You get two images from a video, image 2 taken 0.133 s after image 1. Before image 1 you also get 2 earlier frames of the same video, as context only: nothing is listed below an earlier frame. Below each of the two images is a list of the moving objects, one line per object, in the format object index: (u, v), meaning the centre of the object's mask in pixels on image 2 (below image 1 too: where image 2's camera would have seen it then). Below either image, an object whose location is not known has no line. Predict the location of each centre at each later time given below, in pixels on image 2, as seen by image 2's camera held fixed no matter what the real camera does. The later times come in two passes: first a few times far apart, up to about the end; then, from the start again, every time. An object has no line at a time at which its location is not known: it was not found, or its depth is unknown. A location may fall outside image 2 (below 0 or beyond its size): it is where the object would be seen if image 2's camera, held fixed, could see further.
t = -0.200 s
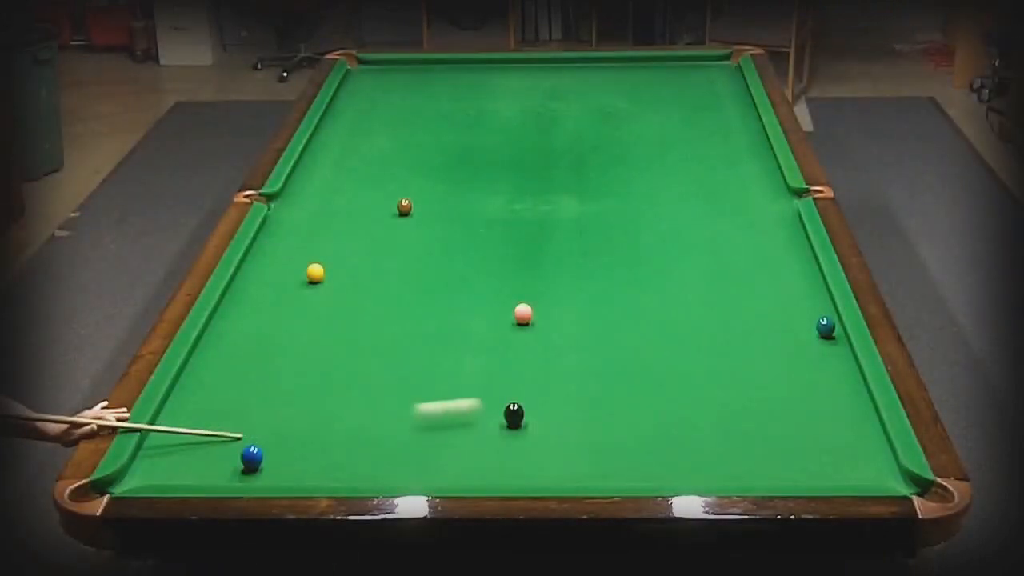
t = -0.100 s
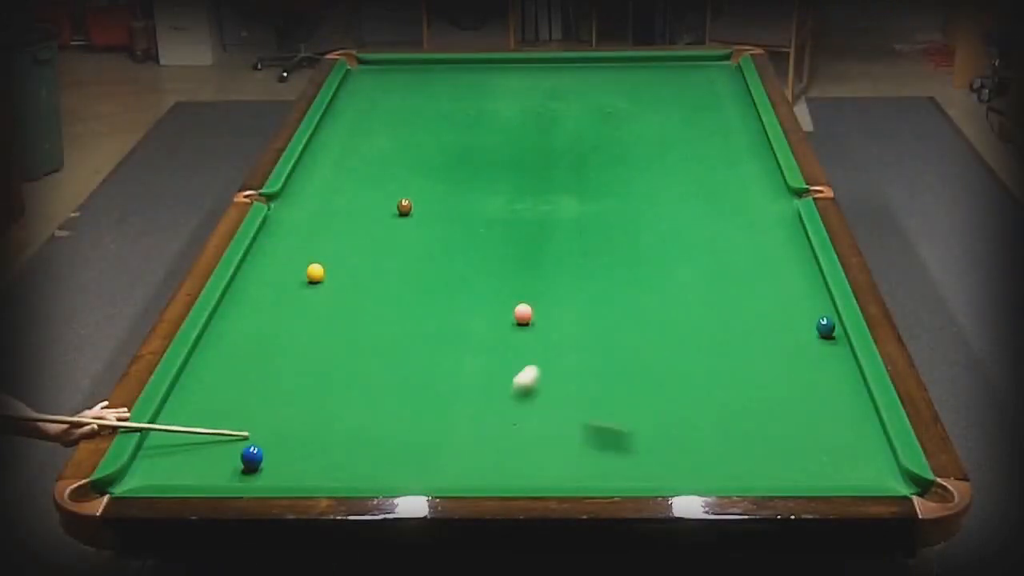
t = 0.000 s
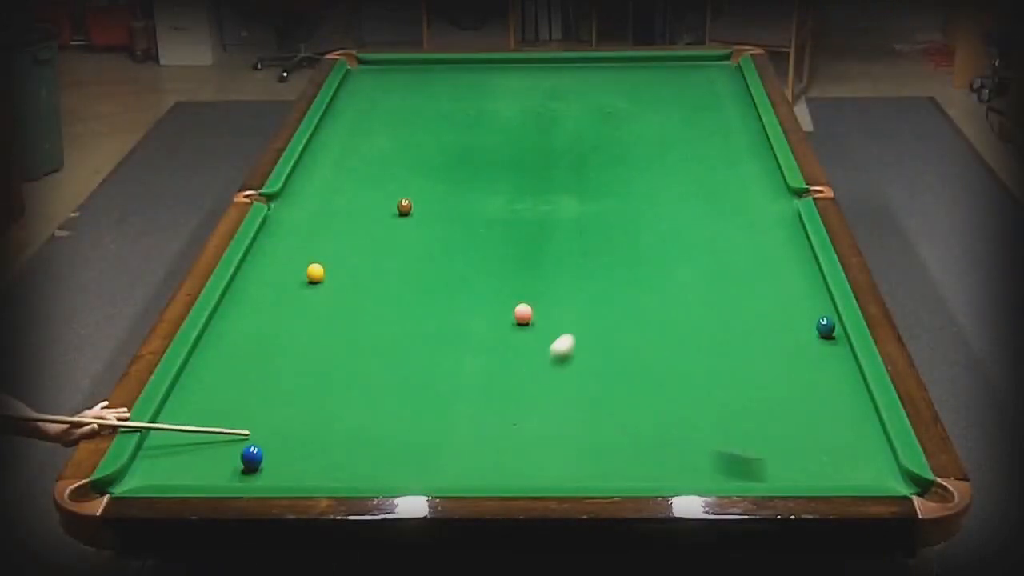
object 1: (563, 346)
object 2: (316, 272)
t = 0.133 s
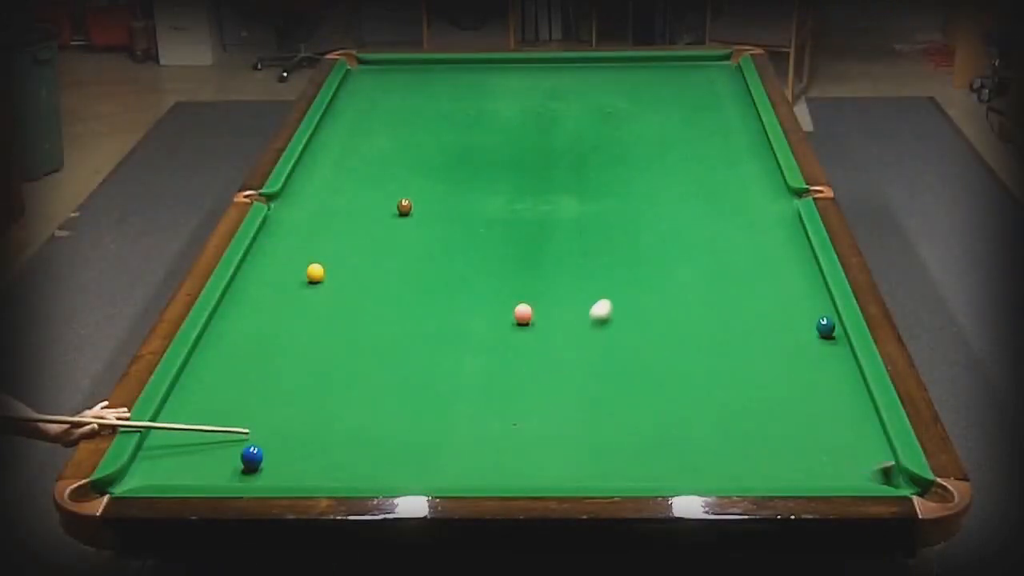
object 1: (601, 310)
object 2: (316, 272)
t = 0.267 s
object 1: (630, 281)
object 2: (316, 272)
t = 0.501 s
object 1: (674, 238)
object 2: (316, 272)
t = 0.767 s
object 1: (717, 195)
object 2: (315, 272)
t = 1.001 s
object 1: (749, 163)
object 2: (315, 272)
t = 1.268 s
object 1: (744, 131)
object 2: (316, 272)
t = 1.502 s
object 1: (713, 108)
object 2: (315, 272)
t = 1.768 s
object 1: (682, 84)
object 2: (315, 272)
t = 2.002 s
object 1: (659, 65)
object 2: (315, 272)
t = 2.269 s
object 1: (631, 67)
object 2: (316, 272)
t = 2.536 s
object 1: (601, 79)
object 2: (316, 272)
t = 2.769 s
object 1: (575, 90)
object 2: (316, 272)
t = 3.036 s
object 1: (544, 103)
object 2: (316, 272)
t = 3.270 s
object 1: (517, 114)
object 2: (316, 272)
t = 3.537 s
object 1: (485, 127)
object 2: (316, 272)
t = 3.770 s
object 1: (458, 138)
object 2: (316, 272)
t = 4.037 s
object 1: (426, 152)
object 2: (316, 272)
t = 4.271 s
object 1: (398, 164)
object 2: (316, 272)
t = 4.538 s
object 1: (365, 177)
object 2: (316, 272)
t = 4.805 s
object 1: (332, 191)
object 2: (316, 272)
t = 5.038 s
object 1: (304, 204)
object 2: (316, 272)
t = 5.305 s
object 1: (272, 218)
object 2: (316, 272)
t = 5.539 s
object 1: (276, 228)
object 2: (316, 272)
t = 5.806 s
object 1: (282, 240)
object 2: (316, 272)
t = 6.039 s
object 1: (288, 249)
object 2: (316, 272)
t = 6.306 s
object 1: (294, 260)
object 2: (316, 272)
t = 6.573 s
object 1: (299, 269)
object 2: (316, 272)
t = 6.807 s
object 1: (296, 275)
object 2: (323, 274)
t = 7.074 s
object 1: (291, 281)
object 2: (331, 276)
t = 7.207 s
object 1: (289, 284)
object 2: (334, 277)
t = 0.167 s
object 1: (609, 302)
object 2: (316, 272)
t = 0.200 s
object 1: (616, 295)
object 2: (316, 272)
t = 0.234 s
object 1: (623, 288)
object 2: (316, 272)
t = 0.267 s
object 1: (630, 281)
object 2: (316, 272)
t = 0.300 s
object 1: (637, 275)
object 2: (316, 272)
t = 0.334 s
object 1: (643, 268)
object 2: (316, 272)
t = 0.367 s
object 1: (650, 262)
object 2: (316, 272)
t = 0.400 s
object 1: (656, 256)
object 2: (316, 272)
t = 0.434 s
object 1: (662, 250)
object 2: (316, 272)
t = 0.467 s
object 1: (668, 244)
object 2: (316, 272)
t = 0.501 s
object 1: (674, 238)
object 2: (316, 272)
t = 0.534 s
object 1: (680, 232)
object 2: (316, 272)
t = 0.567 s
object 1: (685, 227)
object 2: (316, 272)
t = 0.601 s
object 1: (691, 221)
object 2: (316, 272)
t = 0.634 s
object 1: (697, 216)
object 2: (316, 272)
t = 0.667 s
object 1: (702, 211)
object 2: (316, 272)
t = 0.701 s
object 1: (707, 205)
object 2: (316, 272)
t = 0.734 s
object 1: (712, 200)
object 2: (316, 272)
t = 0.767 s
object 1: (717, 195)
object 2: (315, 272)
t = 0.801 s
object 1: (722, 190)
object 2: (315, 272)
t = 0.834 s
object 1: (727, 186)
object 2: (315, 272)
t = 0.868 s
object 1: (732, 181)
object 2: (315, 272)
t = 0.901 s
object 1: (736, 176)
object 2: (315, 272)
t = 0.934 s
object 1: (741, 172)
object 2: (315, 272)
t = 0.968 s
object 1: (745, 167)
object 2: (315, 272)
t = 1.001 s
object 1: (749, 163)
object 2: (315, 272)
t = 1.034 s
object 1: (754, 159)
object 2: (315, 272)
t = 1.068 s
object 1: (758, 155)
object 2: (315, 272)
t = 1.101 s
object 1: (762, 150)
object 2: (315, 272)
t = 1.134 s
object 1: (764, 146)
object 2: (315, 272)
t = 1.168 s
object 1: (759, 143)
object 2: (315, 272)
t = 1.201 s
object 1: (754, 138)
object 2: (315, 272)
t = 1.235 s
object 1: (749, 135)
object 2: (316, 272)
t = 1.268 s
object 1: (744, 131)
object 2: (316, 272)
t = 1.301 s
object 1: (740, 128)
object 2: (316, 272)
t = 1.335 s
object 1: (735, 124)
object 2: (315, 272)
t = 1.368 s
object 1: (731, 121)
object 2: (315, 272)
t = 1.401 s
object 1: (726, 117)
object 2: (315, 272)
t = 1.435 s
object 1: (722, 114)
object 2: (315, 272)
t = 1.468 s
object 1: (718, 111)
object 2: (315, 272)
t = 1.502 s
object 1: (713, 108)
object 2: (315, 272)
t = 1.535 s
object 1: (709, 104)
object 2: (315, 272)
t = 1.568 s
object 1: (705, 101)
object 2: (315, 272)
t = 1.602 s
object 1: (701, 98)
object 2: (315, 272)
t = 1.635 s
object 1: (697, 95)
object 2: (315, 272)
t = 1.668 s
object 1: (693, 92)
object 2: (315, 272)
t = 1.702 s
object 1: (690, 90)
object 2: (315, 272)
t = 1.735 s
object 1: (686, 87)
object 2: (315, 272)
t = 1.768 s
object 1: (682, 84)
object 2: (315, 272)
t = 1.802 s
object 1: (679, 81)
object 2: (315, 272)
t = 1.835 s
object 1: (675, 78)
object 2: (315, 272)
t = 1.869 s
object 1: (672, 76)
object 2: (315, 272)
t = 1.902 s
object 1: (669, 73)
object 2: (315, 272)
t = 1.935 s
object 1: (665, 70)
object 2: (315, 272)
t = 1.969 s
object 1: (662, 68)
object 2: (315, 272)
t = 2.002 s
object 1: (659, 65)
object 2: (315, 272)
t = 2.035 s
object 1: (655, 63)
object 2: (315, 272)
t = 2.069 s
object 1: (652, 60)
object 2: (315, 272)
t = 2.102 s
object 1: (649, 58)
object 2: (315, 272)
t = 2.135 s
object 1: (646, 59)
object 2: (315, 272)
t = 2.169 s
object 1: (642, 61)
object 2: (315, 272)
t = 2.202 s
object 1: (638, 63)
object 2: (315, 272)
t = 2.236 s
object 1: (635, 65)
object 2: (315, 272)
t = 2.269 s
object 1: (631, 67)
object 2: (316, 272)
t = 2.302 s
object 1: (627, 69)
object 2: (316, 272)
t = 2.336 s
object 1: (624, 70)
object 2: (316, 272)
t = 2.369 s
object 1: (620, 72)
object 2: (316, 272)
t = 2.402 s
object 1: (616, 73)
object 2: (316, 272)
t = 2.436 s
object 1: (612, 75)
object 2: (316, 272)
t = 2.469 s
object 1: (608, 76)
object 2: (316, 272)
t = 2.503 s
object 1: (605, 78)
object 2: (316, 272)
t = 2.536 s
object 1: (601, 79)
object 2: (316, 272)
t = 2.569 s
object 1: (597, 81)
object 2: (316, 272)
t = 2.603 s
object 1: (594, 83)
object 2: (316, 272)
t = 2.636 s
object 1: (590, 84)
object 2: (316, 272)
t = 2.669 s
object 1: (586, 86)
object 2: (316, 272)
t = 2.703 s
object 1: (582, 87)
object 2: (316, 272)
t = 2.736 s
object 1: (578, 89)
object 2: (316, 272)
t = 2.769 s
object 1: (575, 90)
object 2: (316, 272)
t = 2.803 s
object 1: (571, 92)
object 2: (316, 272)
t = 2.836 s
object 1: (567, 93)
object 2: (316, 272)
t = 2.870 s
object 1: (563, 95)
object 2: (316, 272)
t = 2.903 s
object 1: (559, 97)
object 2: (316, 272)
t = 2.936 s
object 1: (556, 98)
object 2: (316, 272)
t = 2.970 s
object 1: (552, 100)
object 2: (316, 272)
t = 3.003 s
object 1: (548, 101)
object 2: (316, 272)
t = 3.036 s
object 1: (544, 103)
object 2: (316, 272)
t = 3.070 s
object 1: (540, 104)
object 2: (316, 272)
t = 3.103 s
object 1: (536, 106)
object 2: (316, 272)
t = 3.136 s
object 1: (532, 108)
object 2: (316, 272)
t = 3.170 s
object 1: (529, 109)
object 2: (316, 272)
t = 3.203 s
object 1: (525, 111)
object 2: (316, 272)
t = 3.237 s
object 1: (521, 112)
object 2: (316, 272)
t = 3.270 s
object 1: (517, 114)
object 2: (316, 272)
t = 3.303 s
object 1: (513, 115)
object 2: (316, 272)
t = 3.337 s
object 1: (509, 117)
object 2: (316, 272)
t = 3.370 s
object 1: (505, 119)
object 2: (316, 272)
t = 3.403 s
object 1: (501, 120)
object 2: (316, 272)
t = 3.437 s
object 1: (497, 122)
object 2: (316, 272)
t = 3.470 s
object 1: (493, 124)
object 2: (316, 272)
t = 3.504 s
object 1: (489, 125)
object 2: (316, 272)
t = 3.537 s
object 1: (485, 127)
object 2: (316, 272)
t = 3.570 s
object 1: (482, 129)
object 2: (316, 272)
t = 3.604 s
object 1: (477, 130)
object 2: (316, 272)
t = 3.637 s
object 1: (474, 132)
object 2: (316, 272)
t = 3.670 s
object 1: (470, 134)
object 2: (316, 272)
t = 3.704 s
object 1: (466, 135)
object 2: (316, 272)
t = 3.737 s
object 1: (462, 137)
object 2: (316, 272)
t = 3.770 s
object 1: (458, 138)
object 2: (316, 272)
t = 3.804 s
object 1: (454, 140)
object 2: (316, 272)
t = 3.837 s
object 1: (450, 142)
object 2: (316, 272)
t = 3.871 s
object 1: (446, 144)
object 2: (316, 272)
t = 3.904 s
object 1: (442, 145)
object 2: (316, 272)
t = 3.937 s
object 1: (438, 147)
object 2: (316, 272)
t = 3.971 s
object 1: (434, 148)
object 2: (316, 272)
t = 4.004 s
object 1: (430, 150)
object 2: (316, 272)
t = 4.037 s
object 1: (426, 152)
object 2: (316, 272)
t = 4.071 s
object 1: (422, 153)
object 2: (316, 272)
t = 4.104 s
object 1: (418, 155)
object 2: (316, 272)
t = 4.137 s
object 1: (414, 157)
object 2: (316, 272)
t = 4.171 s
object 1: (410, 159)
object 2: (316, 272)
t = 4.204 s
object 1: (406, 160)
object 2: (316, 272)
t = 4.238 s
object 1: (401, 162)
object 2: (316, 272)
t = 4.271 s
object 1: (398, 164)
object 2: (316, 272)
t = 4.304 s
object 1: (393, 165)
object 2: (316, 272)
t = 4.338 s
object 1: (389, 167)
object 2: (316, 272)
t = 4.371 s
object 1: (385, 169)
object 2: (316, 272)
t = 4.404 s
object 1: (381, 170)
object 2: (316, 272)
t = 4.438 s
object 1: (377, 172)
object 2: (316, 272)
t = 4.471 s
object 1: (373, 174)
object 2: (316, 272)
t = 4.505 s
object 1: (369, 175)
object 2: (316, 272)
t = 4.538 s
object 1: (365, 177)
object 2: (316, 272)
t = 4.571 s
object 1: (361, 179)
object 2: (316, 272)
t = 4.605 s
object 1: (357, 181)
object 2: (316, 272)
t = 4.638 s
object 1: (353, 183)
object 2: (316, 272)
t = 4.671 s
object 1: (349, 184)
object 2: (316, 272)
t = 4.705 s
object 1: (344, 186)
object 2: (316, 272)
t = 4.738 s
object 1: (340, 188)
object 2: (316, 272)
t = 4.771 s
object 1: (336, 190)
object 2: (316, 272)
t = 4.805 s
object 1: (332, 191)
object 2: (316, 272)
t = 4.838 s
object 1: (328, 193)
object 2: (316, 272)
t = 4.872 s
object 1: (324, 195)
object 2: (316, 272)
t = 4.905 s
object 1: (320, 197)
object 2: (316, 272)
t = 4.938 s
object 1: (316, 199)
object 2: (316, 272)
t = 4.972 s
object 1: (312, 200)
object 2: (316, 272)
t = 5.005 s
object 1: (308, 202)
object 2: (316, 272)
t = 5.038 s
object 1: (304, 204)
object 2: (316, 272)
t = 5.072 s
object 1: (300, 206)
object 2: (316, 272)
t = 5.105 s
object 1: (296, 207)
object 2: (316, 272)
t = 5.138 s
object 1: (292, 209)
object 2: (316, 272)
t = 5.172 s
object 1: (287, 211)
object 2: (316, 272)
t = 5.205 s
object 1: (283, 213)
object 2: (316, 272)
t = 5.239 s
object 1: (279, 215)
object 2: (316, 272)
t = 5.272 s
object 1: (276, 216)
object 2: (316, 272)
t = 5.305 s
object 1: (272, 218)
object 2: (316, 272)
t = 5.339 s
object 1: (271, 220)
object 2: (316, 272)
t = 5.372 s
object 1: (272, 221)
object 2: (316, 272)
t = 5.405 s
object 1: (273, 223)
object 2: (316, 272)
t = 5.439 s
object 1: (274, 224)
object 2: (316, 272)
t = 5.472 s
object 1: (274, 226)
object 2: (316, 272)
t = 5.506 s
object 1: (275, 227)
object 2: (316, 272)
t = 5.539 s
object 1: (276, 228)
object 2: (316, 272)
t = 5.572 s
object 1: (277, 230)
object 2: (316, 272)
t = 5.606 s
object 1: (277, 231)
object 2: (316, 272)
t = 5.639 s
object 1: (278, 233)
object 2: (316, 272)
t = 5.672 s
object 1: (279, 234)
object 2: (316, 272)
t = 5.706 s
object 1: (280, 235)
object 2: (316, 272)
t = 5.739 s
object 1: (281, 237)
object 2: (316, 272)
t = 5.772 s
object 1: (282, 238)
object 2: (316, 272)
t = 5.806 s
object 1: (282, 240)
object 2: (316, 272)
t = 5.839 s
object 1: (283, 241)
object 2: (316, 272)
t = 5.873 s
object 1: (284, 242)
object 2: (316, 272)
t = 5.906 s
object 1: (285, 244)
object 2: (316, 272)
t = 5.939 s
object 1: (286, 245)
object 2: (316, 272)
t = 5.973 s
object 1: (286, 247)
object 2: (316, 272)
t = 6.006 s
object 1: (287, 248)
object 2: (316, 272)
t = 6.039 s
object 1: (288, 249)
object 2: (316, 272)
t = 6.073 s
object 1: (289, 251)
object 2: (316, 272)
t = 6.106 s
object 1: (290, 252)
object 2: (316, 272)
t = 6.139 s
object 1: (291, 253)
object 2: (316, 272)
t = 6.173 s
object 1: (291, 254)
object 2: (316, 272)
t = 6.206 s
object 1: (292, 256)
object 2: (316, 272)
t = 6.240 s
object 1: (293, 257)
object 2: (316, 272)
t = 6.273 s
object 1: (293, 258)
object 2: (316, 272)
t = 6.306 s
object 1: (294, 260)
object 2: (316, 272)
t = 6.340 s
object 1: (295, 261)
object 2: (316, 272)
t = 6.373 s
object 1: (295, 262)
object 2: (316, 272)
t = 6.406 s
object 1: (296, 263)
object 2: (316, 272)
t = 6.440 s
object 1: (297, 265)
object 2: (316, 272)
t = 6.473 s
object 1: (298, 266)
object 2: (316, 272)
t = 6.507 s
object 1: (298, 267)
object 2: (316, 272)
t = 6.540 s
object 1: (299, 268)
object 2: (316, 272)
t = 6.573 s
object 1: (299, 269)
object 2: (316, 272)
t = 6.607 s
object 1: (299, 270)
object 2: (317, 273)
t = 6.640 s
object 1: (299, 271)
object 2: (318, 273)
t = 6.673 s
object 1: (298, 272)
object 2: (319, 273)
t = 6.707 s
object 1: (298, 273)
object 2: (320, 273)
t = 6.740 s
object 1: (297, 274)
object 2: (321, 274)
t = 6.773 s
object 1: (296, 274)
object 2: (322, 274)
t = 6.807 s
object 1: (296, 275)
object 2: (323, 274)
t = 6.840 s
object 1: (295, 276)
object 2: (324, 275)
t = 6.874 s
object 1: (294, 277)
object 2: (325, 275)
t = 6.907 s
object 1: (294, 278)
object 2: (326, 275)
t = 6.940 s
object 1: (293, 278)
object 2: (327, 275)
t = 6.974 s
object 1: (293, 279)
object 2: (329, 276)
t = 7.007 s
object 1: (292, 280)
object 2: (329, 276)
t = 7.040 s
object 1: (292, 280)
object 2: (331, 276)
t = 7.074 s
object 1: (291, 281)
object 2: (331, 276)
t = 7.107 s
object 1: (290, 282)
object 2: (332, 276)
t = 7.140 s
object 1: (290, 282)
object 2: (333, 277)
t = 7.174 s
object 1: (290, 283)
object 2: (334, 277)
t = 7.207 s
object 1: (289, 284)
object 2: (334, 277)
